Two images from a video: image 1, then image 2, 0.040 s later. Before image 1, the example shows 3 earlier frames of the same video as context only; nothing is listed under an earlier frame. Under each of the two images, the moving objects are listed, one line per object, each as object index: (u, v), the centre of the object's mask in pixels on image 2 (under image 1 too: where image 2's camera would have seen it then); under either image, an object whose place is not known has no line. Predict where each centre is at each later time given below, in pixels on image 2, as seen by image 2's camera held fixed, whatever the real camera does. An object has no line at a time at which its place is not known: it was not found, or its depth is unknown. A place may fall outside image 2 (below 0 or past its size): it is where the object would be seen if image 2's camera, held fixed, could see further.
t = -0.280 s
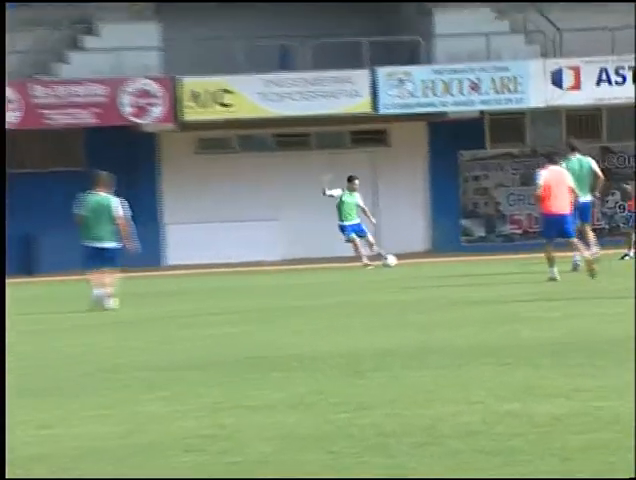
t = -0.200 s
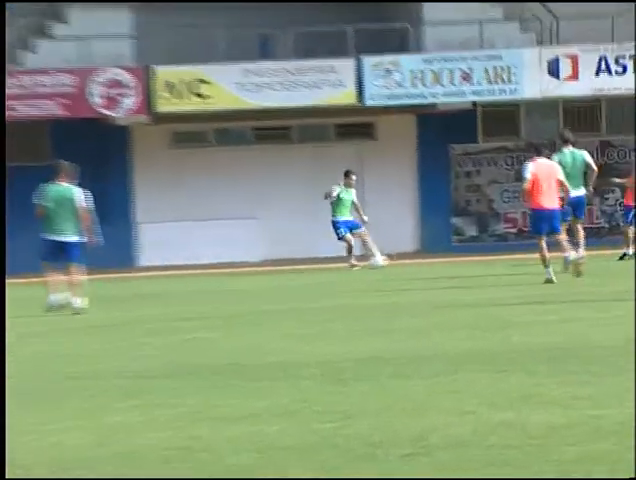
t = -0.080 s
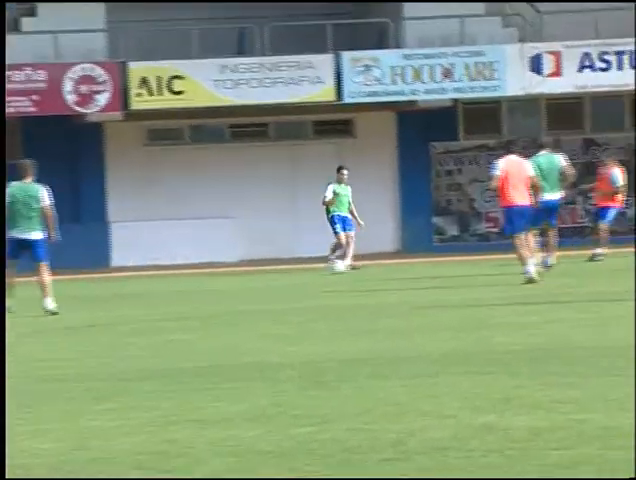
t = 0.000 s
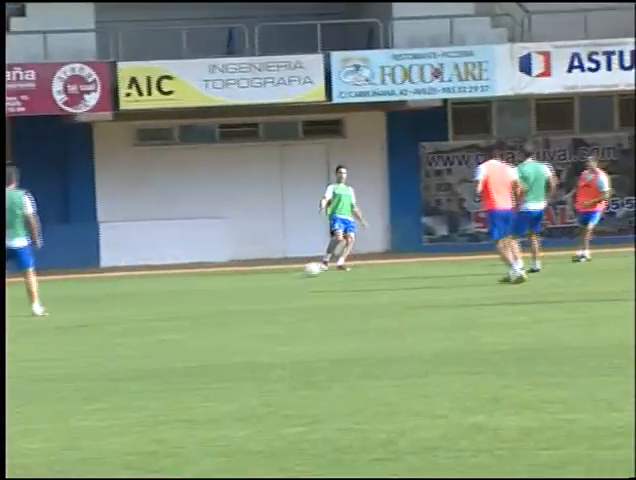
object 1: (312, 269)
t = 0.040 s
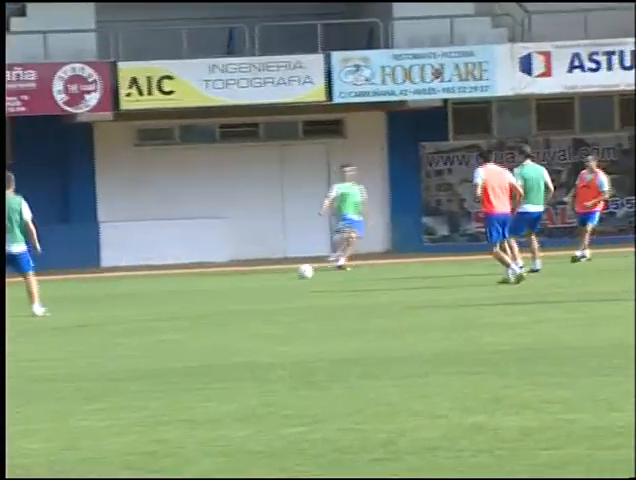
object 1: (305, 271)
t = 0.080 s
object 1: (302, 272)
